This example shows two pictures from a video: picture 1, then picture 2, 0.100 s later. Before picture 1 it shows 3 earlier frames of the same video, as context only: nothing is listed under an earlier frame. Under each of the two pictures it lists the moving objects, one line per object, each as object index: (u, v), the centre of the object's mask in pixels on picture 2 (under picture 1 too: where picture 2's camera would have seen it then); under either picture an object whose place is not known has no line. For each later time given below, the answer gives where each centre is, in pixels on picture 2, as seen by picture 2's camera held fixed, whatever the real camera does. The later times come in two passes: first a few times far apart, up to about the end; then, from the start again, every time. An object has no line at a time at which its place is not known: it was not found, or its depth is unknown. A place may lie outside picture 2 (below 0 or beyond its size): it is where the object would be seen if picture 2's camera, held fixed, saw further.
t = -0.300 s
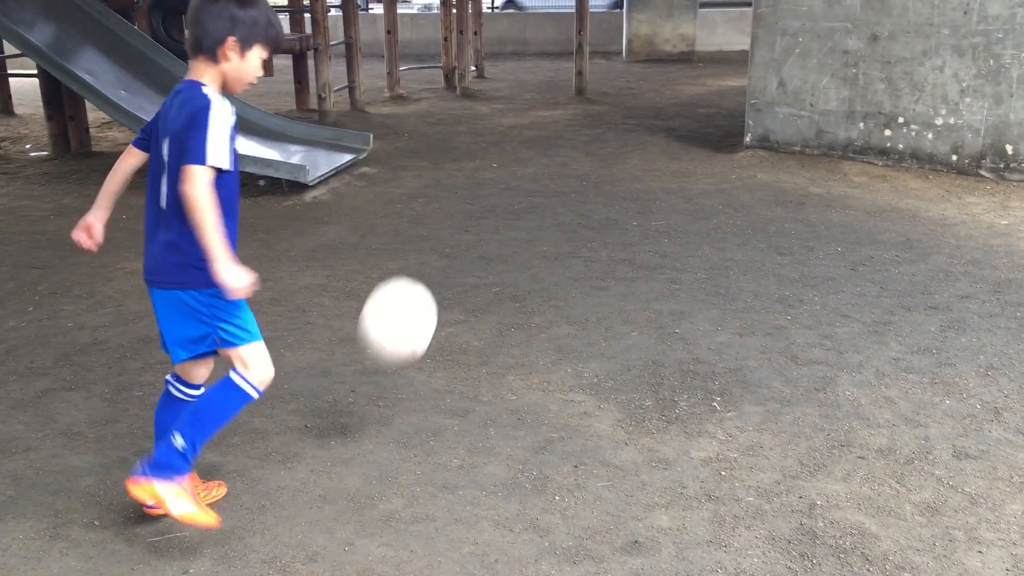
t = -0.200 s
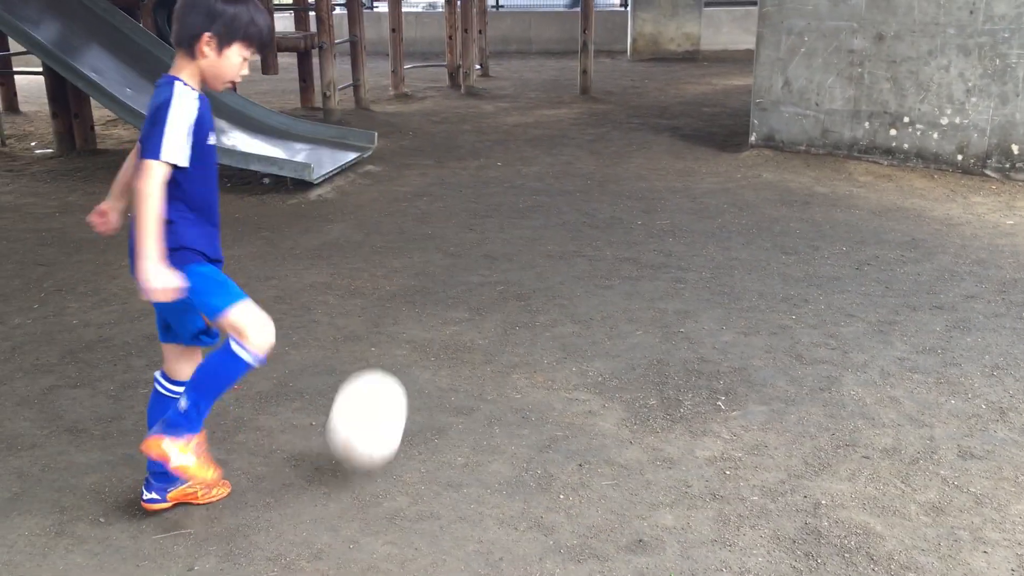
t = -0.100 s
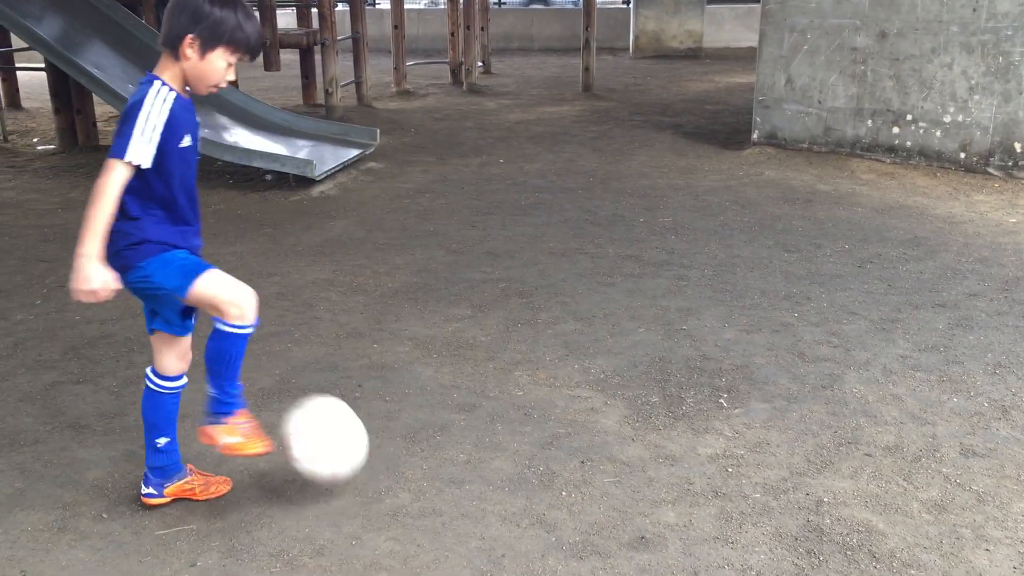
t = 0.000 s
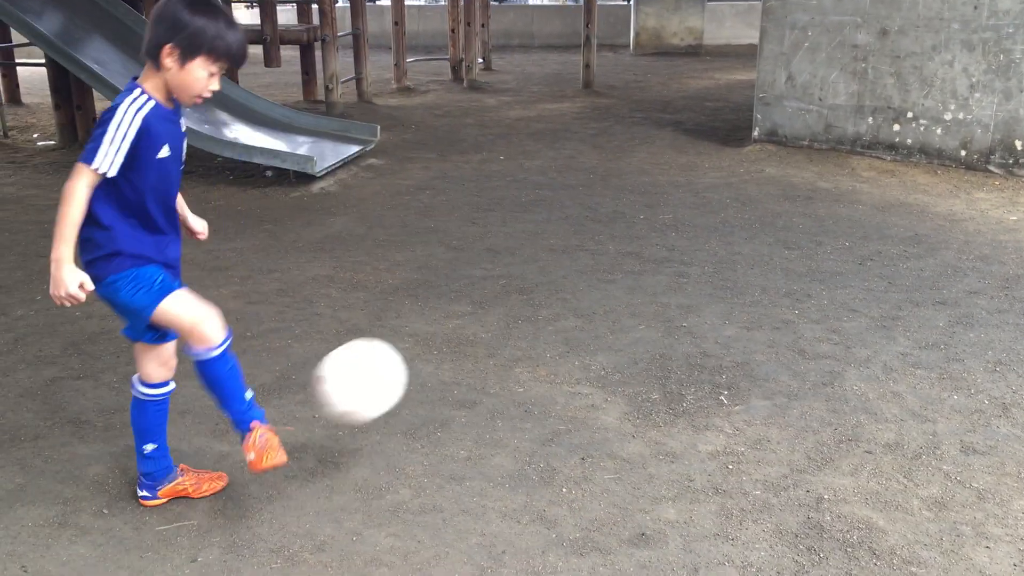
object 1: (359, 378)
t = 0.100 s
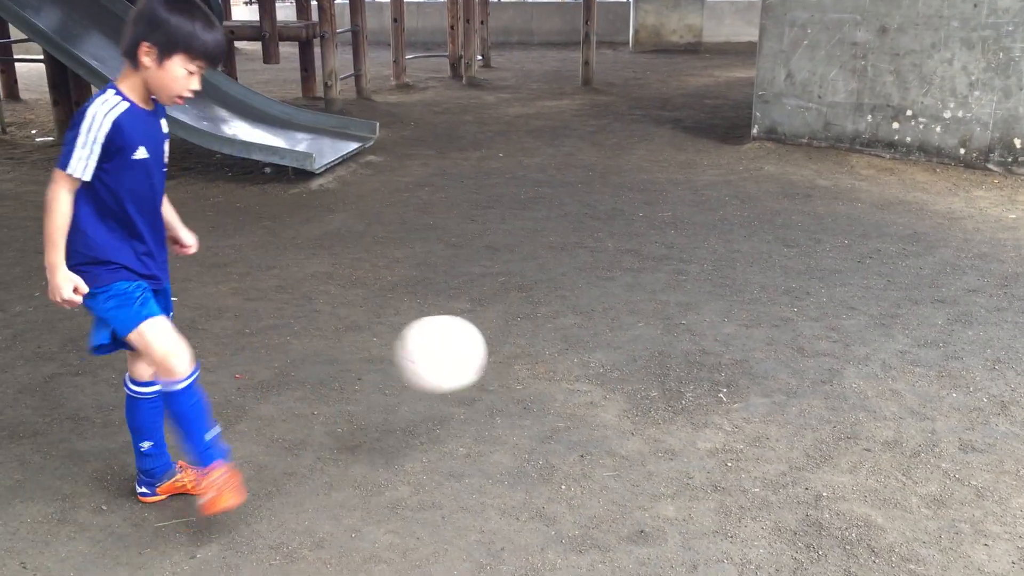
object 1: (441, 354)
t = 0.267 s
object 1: (570, 391)
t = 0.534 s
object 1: (671, 368)
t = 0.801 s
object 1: (731, 429)
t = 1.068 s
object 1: (804, 409)
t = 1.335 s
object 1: (871, 411)
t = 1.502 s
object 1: (911, 413)
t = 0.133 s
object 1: (468, 354)
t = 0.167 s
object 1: (495, 357)
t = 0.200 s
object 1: (520, 365)
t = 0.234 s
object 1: (545, 377)
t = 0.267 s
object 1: (570, 391)
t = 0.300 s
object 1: (594, 410)
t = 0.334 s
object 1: (616, 431)
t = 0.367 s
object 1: (629, 428)
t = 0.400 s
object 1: (637, 410)
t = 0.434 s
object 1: (647, 393)
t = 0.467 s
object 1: (654, 381)
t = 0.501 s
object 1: (663, 373)
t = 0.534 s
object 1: (671, 368)
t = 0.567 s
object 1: (679, 366)
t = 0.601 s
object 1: (686, 368)
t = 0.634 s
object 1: (694, 374)
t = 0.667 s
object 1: (702, 383)
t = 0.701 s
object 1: (709, 396)
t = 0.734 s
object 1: (715, 412)
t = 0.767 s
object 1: (722, 432)
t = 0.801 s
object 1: (731, 429)
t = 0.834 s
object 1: (741, 414)
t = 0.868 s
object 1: (751, 403)
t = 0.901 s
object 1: (761, 395)
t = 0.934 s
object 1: (770, 391)
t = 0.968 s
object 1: (779, 390)
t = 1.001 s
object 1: (788, 393)
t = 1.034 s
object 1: (796, 399)
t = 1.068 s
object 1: (804, 409)
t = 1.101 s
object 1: (812, 423)
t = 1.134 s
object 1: (820, 433)
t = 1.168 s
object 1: (829, 422)
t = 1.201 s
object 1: (838, 413)
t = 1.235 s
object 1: (847, 407)
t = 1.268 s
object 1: (855, 404)
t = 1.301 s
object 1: (863, 405)
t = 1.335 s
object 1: (871, 411)
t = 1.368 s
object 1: (879, 419)
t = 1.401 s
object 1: (885, 429)
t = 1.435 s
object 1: (894, 425)
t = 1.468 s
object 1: (903, 418)
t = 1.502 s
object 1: (911, 413)
